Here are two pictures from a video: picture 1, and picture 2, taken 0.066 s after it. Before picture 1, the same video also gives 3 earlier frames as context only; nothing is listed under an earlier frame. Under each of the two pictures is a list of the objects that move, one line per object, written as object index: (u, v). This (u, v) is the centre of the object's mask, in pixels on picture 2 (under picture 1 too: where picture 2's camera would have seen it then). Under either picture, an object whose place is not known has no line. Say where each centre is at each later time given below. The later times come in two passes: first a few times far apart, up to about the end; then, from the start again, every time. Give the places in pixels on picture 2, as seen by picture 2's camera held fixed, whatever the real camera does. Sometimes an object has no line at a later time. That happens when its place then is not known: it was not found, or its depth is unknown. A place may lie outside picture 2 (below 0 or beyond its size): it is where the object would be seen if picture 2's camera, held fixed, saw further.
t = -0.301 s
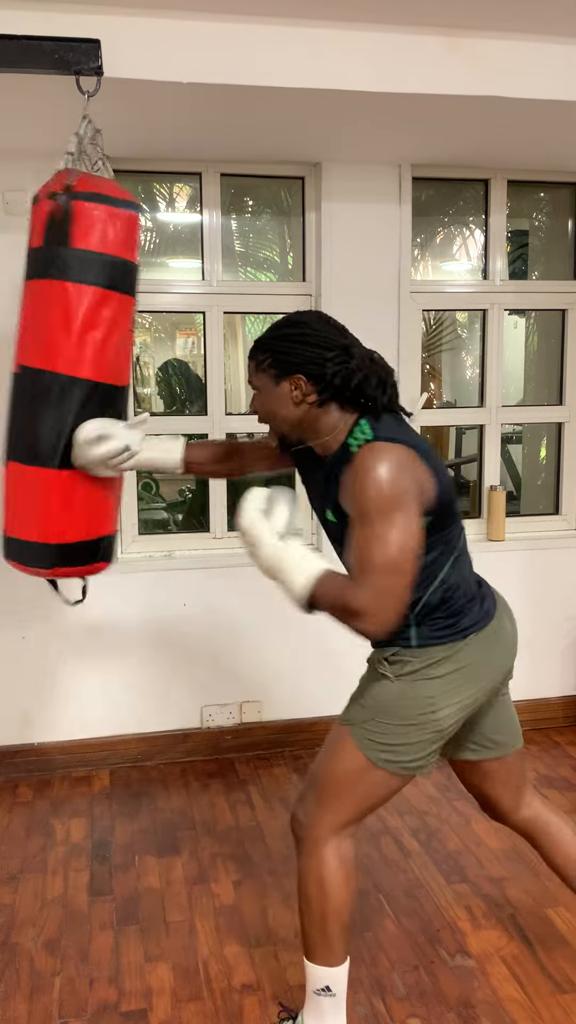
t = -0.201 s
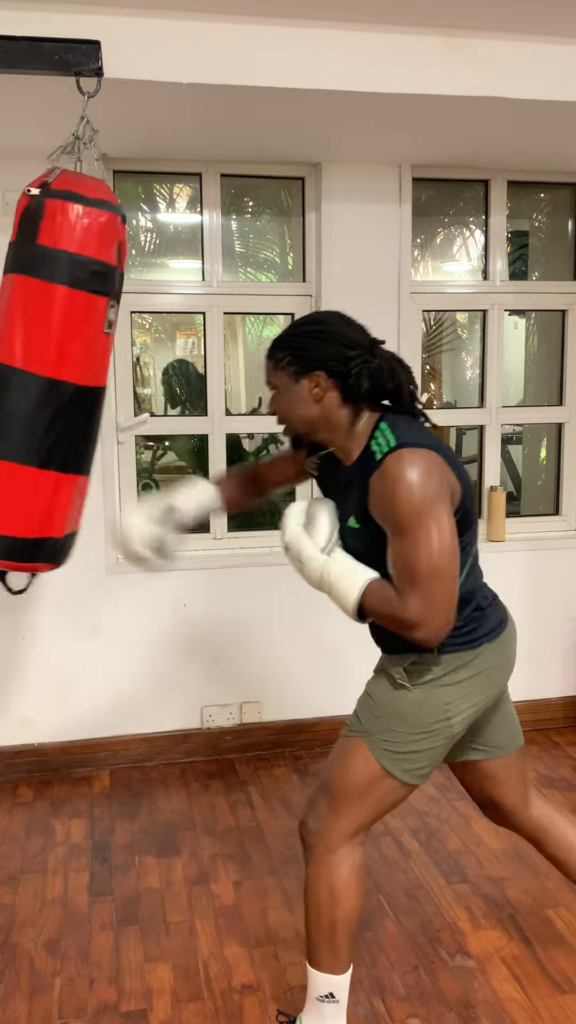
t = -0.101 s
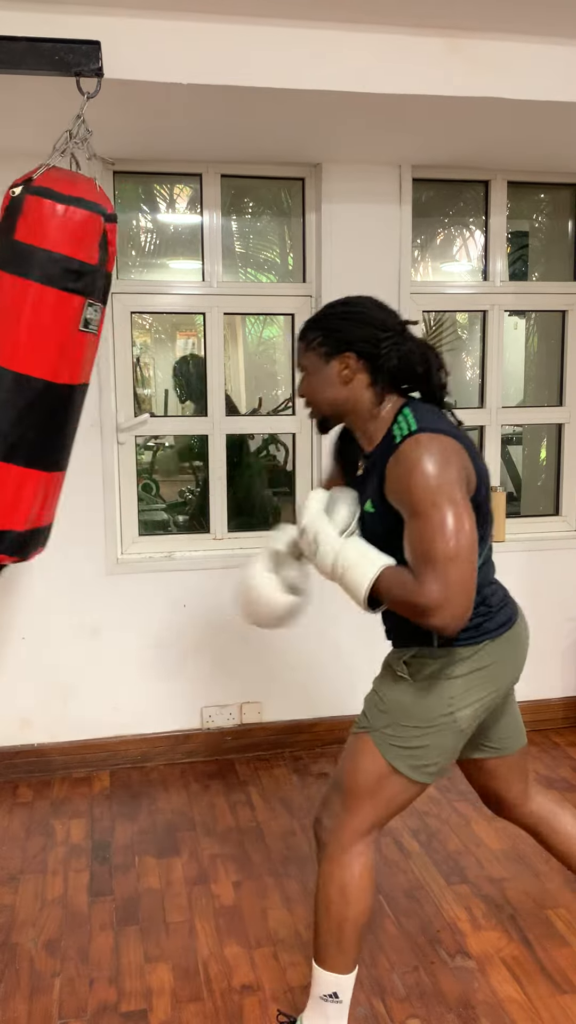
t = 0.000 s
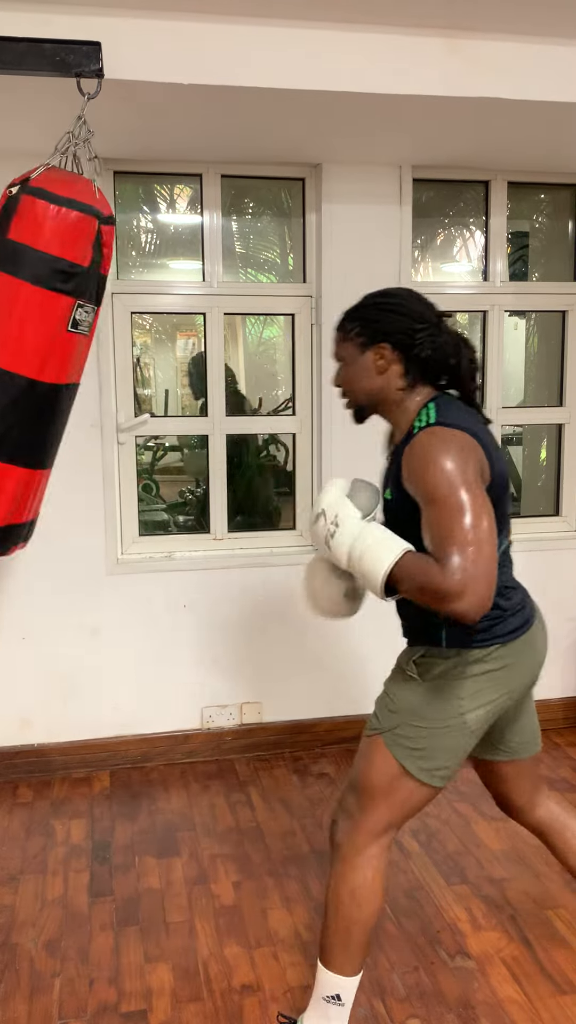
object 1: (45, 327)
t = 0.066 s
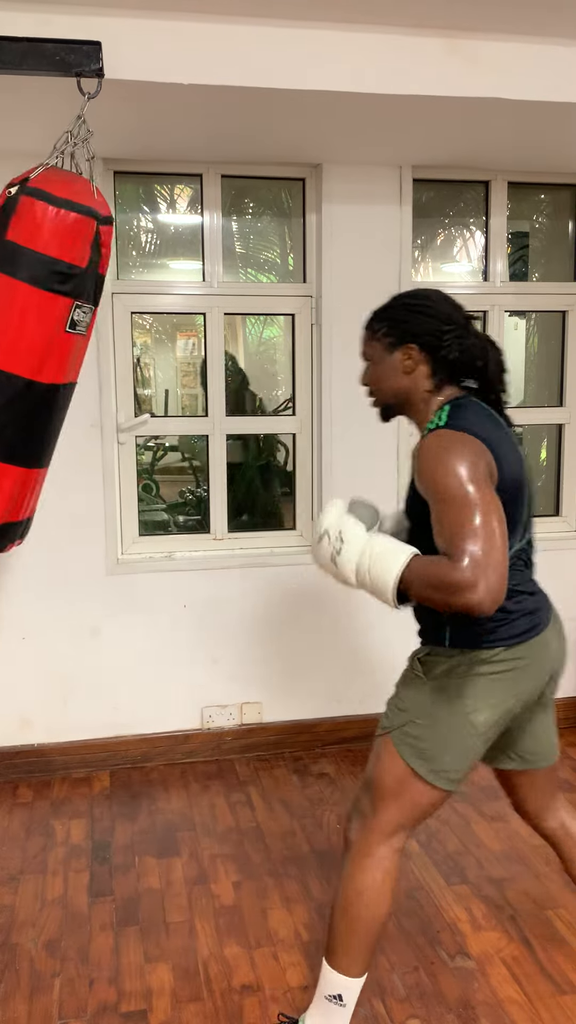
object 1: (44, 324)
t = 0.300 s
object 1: (49, 348)
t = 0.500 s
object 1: (81, 375)
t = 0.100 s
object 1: (44, 323)
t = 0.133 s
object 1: (44, 325)
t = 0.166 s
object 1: (44, 327)
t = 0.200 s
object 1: (45, 330)
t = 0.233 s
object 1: (46, 335)
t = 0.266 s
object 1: (47, 341)
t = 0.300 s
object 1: (49, 348)
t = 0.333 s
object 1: (52, 354)
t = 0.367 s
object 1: (55, 362)
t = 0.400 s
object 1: (60, 367)
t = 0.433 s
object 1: (65, 373)
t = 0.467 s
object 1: (72, 376)
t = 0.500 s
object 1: (81, 375)
